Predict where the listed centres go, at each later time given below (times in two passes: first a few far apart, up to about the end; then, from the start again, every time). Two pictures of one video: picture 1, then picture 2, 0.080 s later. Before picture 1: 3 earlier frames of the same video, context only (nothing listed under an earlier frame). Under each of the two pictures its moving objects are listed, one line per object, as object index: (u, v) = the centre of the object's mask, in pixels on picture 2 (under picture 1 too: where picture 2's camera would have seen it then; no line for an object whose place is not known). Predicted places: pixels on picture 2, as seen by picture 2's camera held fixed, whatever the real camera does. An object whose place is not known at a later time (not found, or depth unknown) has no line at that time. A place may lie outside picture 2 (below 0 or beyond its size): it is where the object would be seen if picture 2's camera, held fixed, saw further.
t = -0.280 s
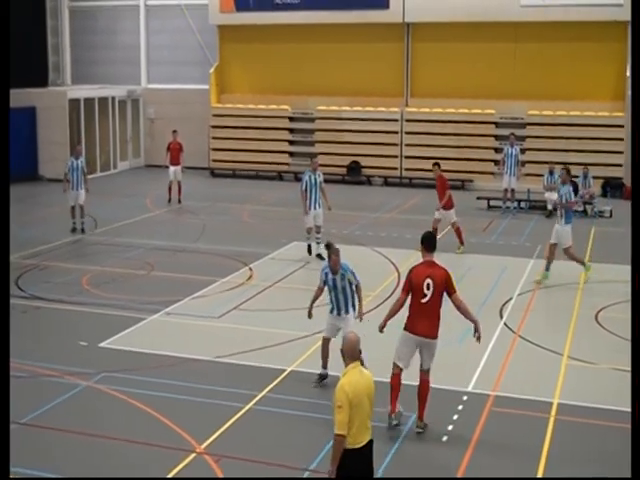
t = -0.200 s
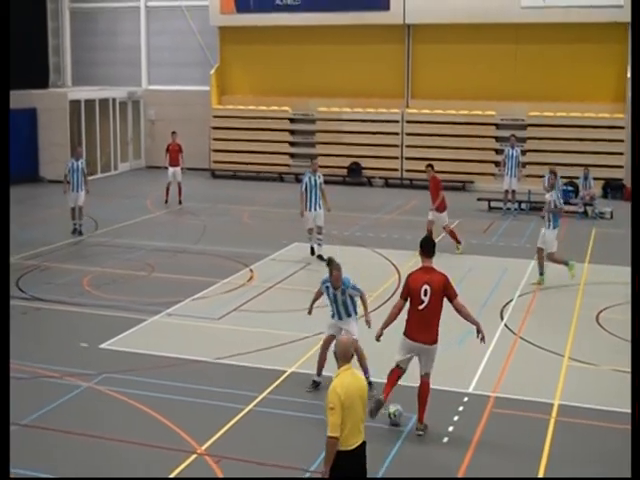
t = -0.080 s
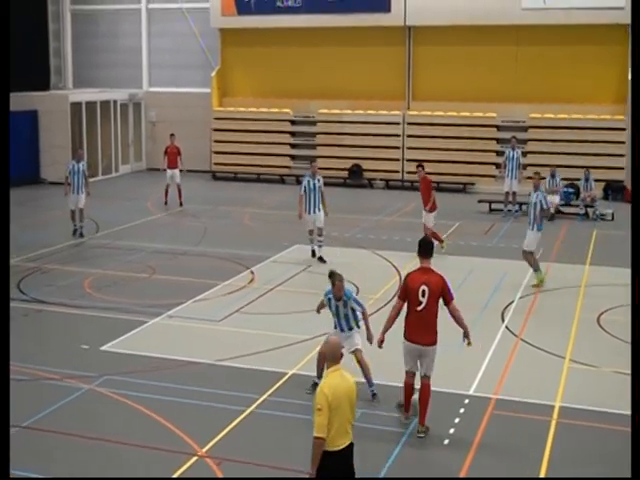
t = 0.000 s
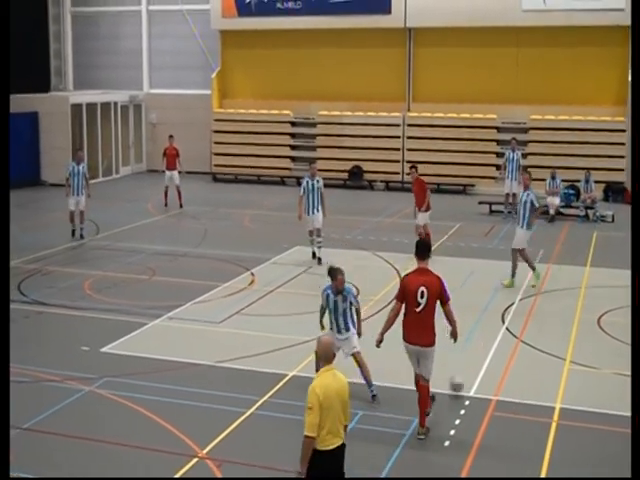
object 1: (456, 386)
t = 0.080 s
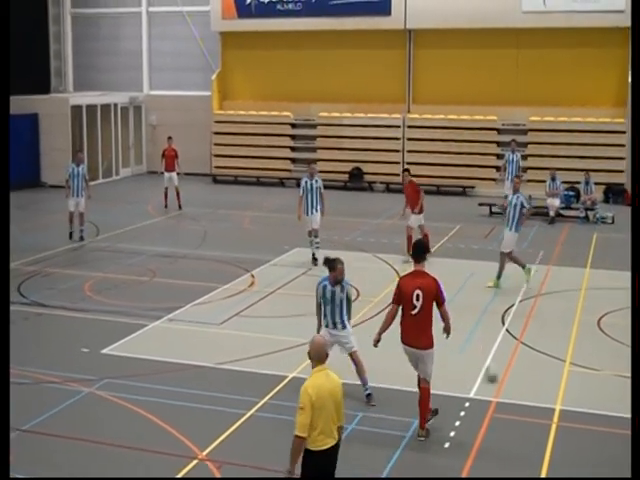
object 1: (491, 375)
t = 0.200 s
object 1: (534, 352)
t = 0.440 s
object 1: (597, 321)
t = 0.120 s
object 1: (506, 367)
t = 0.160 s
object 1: (520, 359)
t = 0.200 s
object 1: (534, 352)
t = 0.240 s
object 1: (546, 346)
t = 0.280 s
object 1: (558, 340)
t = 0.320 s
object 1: (568, 336)
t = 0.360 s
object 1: (579, 330)
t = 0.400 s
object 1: (588, 325)
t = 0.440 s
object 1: (597, 321)
